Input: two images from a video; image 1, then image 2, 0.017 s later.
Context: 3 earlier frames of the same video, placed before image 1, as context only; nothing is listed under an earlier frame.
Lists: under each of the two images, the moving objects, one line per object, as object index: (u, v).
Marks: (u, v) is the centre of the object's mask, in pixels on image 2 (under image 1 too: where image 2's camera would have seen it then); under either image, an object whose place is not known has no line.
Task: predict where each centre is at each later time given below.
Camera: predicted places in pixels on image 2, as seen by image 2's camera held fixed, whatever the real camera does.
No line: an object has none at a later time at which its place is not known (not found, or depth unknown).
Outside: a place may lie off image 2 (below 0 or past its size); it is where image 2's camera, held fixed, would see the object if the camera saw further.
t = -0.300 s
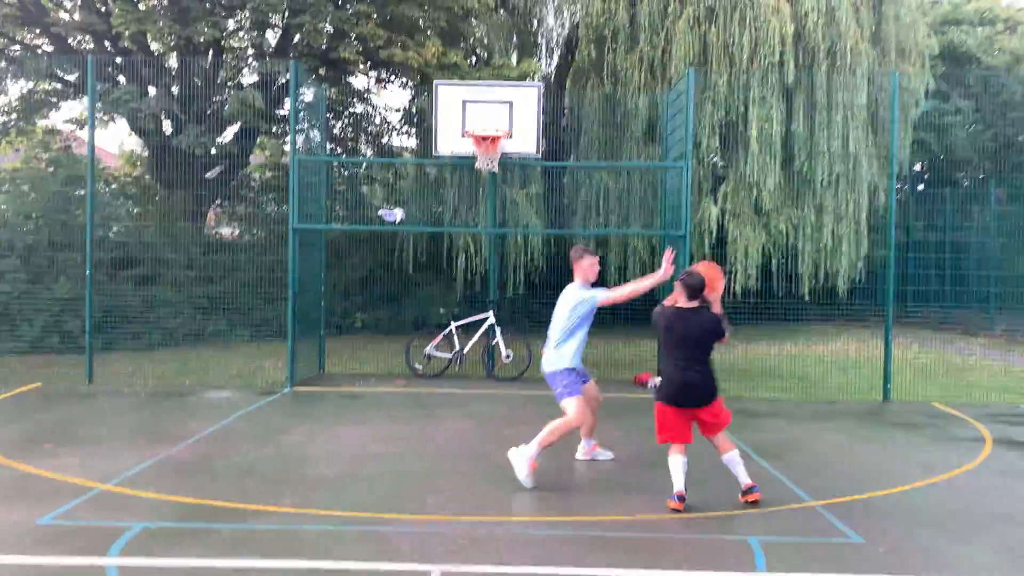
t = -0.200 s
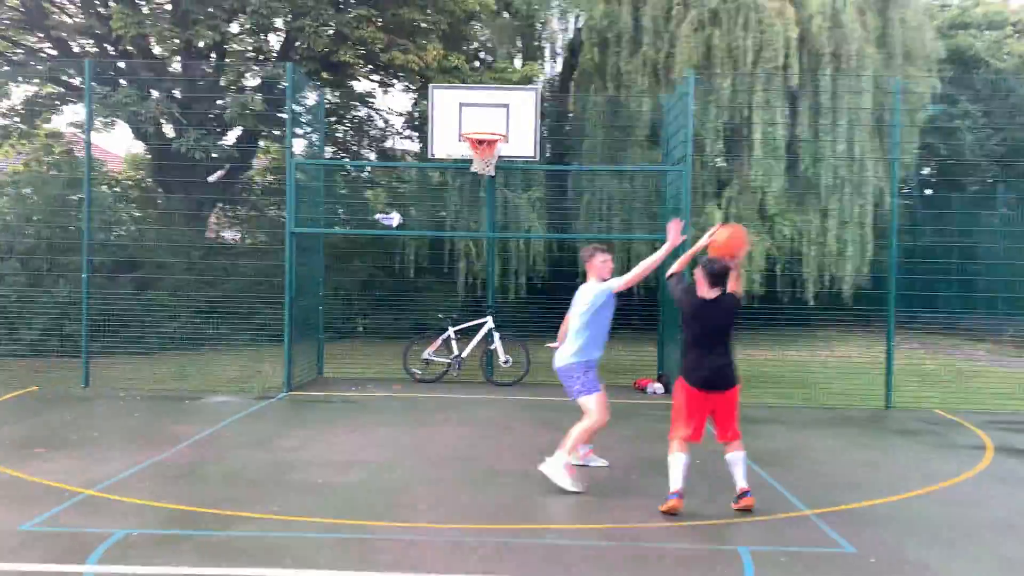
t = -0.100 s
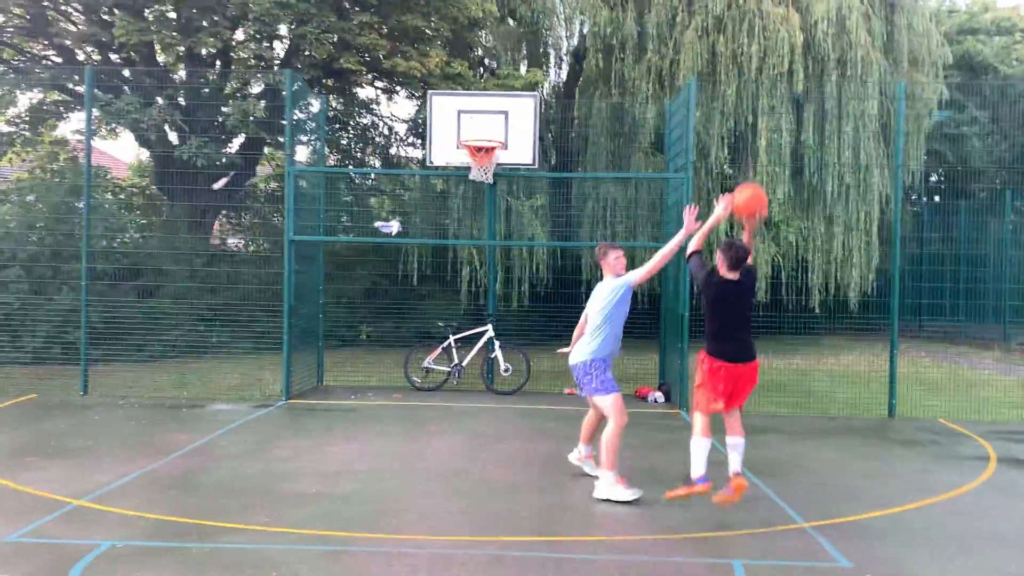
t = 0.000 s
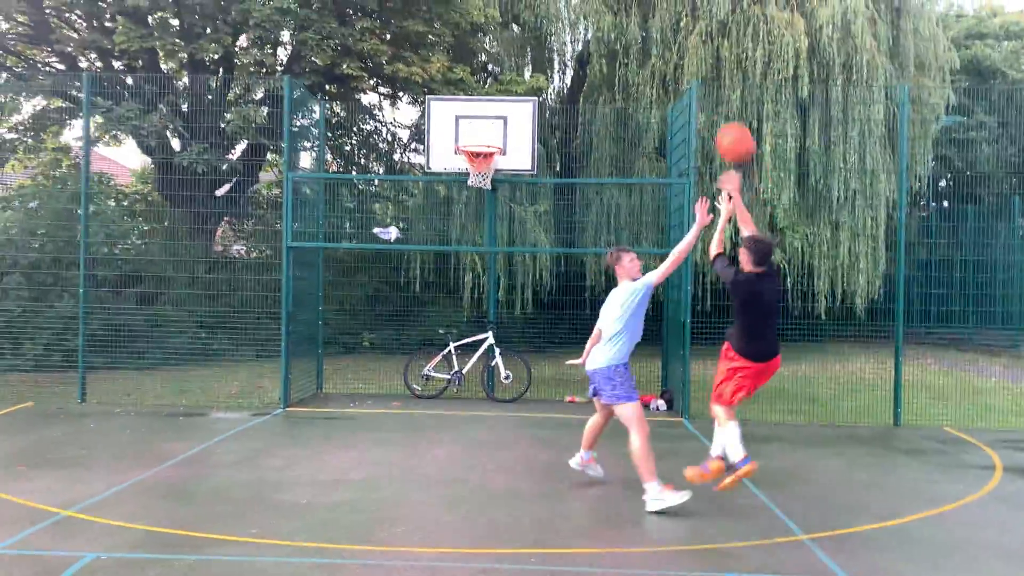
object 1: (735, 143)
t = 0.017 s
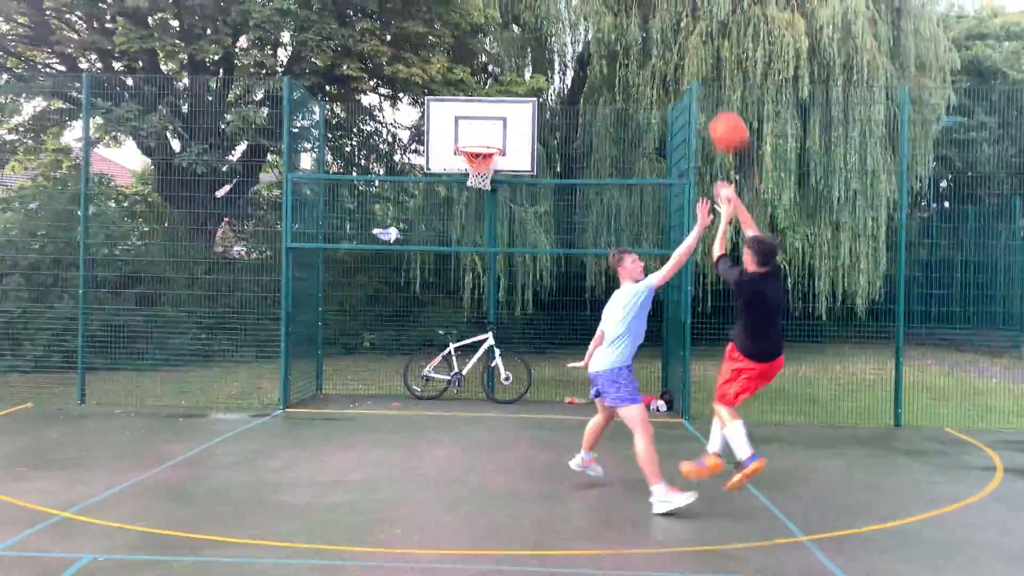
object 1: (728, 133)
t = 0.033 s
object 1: (722, 122)
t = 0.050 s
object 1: (716, 111)
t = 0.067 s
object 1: (710, 100)
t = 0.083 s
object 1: (703, 92)
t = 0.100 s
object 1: (699, 84)
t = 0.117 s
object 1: (692, 75)
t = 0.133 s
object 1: (685, 67)
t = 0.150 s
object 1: (679, 59)
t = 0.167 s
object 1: (673, 52)
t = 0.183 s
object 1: (669, 46)
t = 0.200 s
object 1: (663, 40)
